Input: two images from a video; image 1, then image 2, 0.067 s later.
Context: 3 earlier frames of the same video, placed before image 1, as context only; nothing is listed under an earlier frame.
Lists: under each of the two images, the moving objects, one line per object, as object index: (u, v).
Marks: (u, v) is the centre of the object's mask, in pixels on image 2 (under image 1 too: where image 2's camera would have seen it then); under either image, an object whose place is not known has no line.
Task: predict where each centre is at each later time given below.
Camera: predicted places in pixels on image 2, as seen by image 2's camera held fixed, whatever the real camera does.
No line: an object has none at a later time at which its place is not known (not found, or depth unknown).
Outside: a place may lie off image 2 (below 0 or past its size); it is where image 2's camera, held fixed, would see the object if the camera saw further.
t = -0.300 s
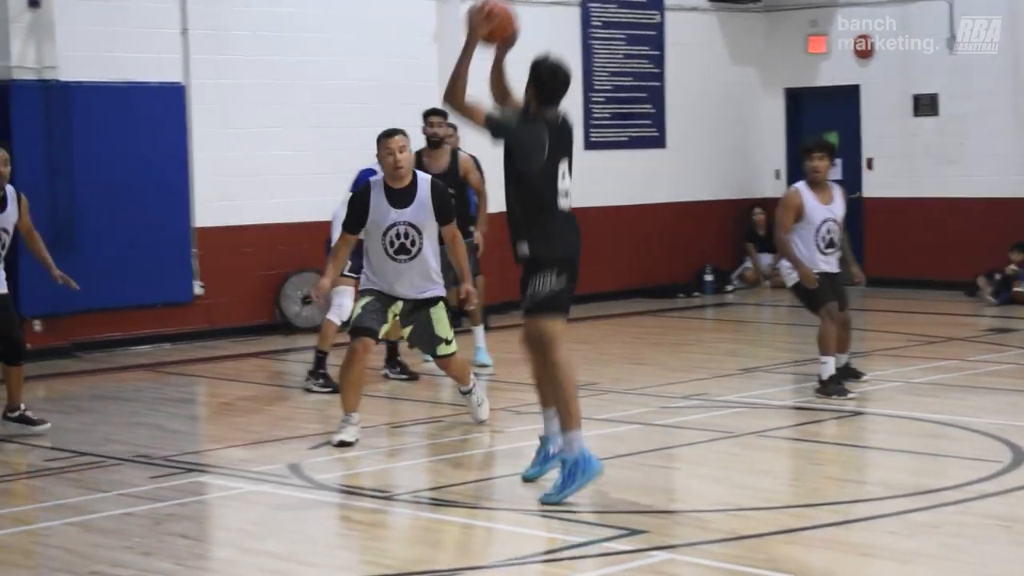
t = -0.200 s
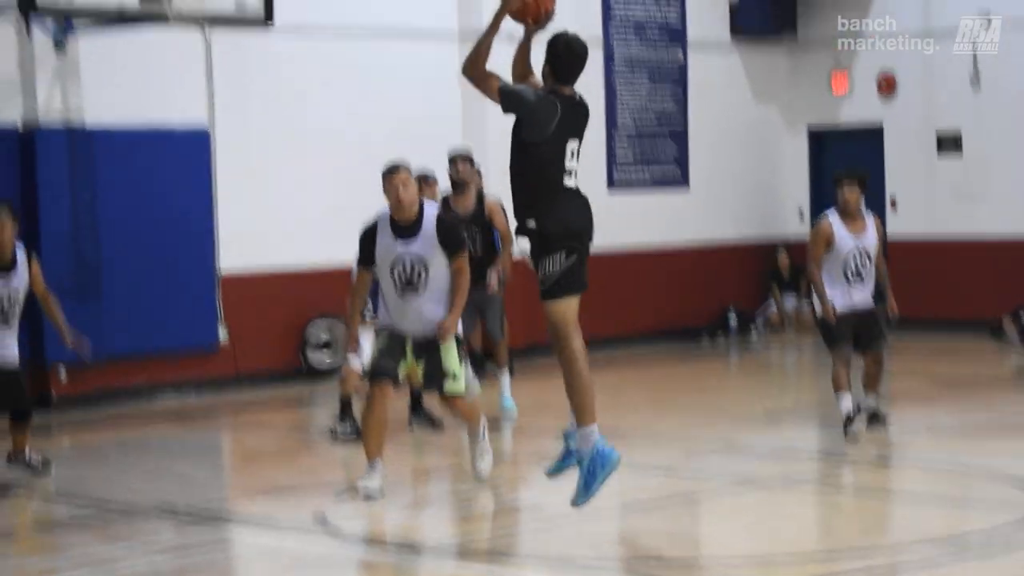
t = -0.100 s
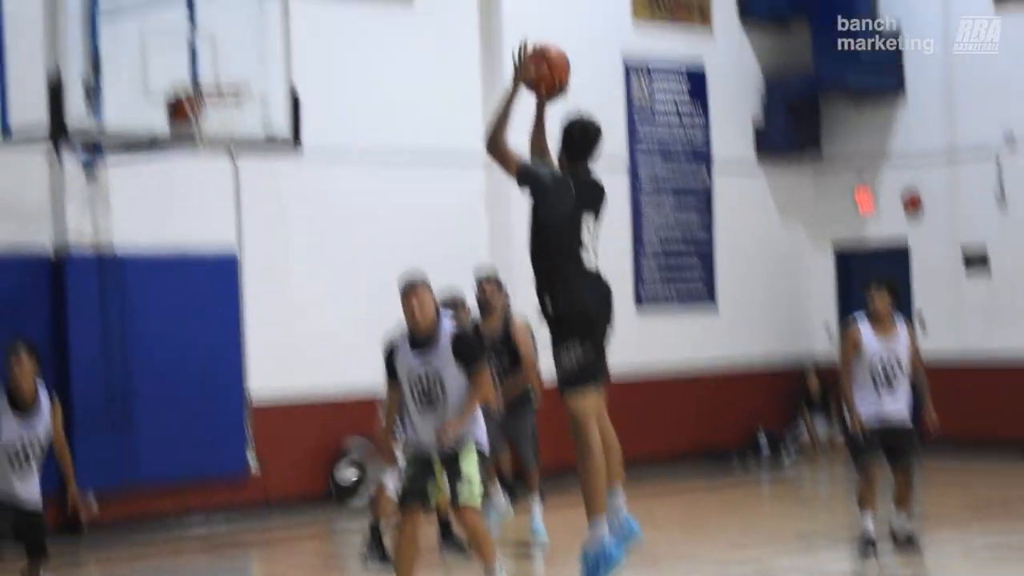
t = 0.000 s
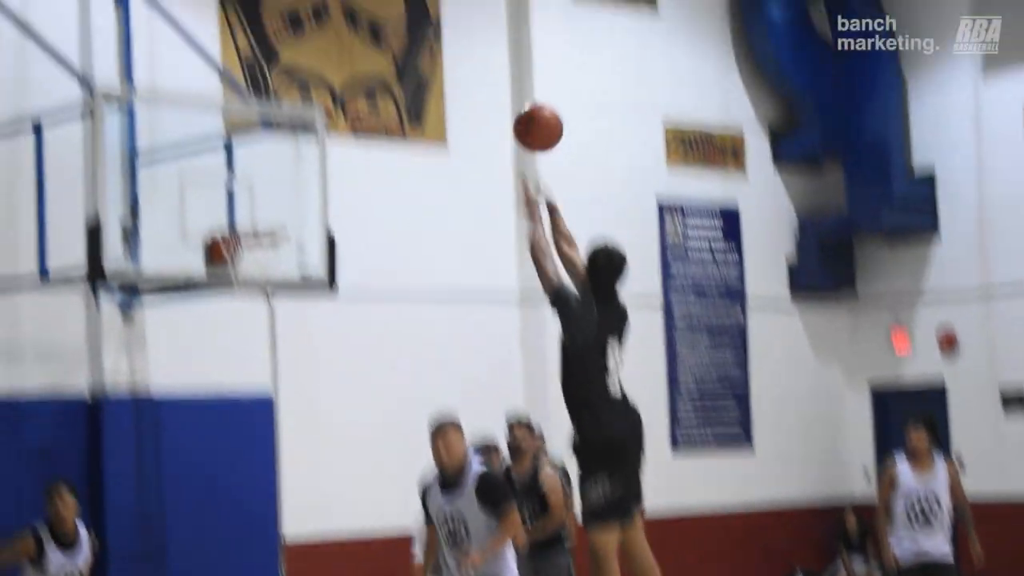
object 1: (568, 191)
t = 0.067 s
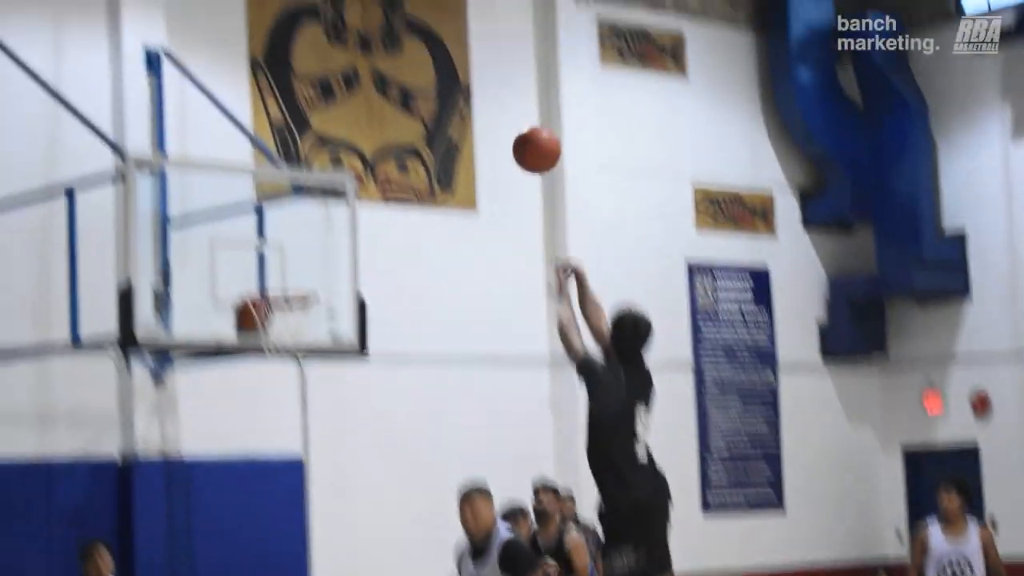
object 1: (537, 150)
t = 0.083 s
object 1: (529, 141)
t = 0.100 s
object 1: (522, 133)
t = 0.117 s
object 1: (515, 128)
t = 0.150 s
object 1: (502, 114)
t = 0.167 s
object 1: (496, 106)
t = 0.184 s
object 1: (490, 101)
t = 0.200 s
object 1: (484, 98)
